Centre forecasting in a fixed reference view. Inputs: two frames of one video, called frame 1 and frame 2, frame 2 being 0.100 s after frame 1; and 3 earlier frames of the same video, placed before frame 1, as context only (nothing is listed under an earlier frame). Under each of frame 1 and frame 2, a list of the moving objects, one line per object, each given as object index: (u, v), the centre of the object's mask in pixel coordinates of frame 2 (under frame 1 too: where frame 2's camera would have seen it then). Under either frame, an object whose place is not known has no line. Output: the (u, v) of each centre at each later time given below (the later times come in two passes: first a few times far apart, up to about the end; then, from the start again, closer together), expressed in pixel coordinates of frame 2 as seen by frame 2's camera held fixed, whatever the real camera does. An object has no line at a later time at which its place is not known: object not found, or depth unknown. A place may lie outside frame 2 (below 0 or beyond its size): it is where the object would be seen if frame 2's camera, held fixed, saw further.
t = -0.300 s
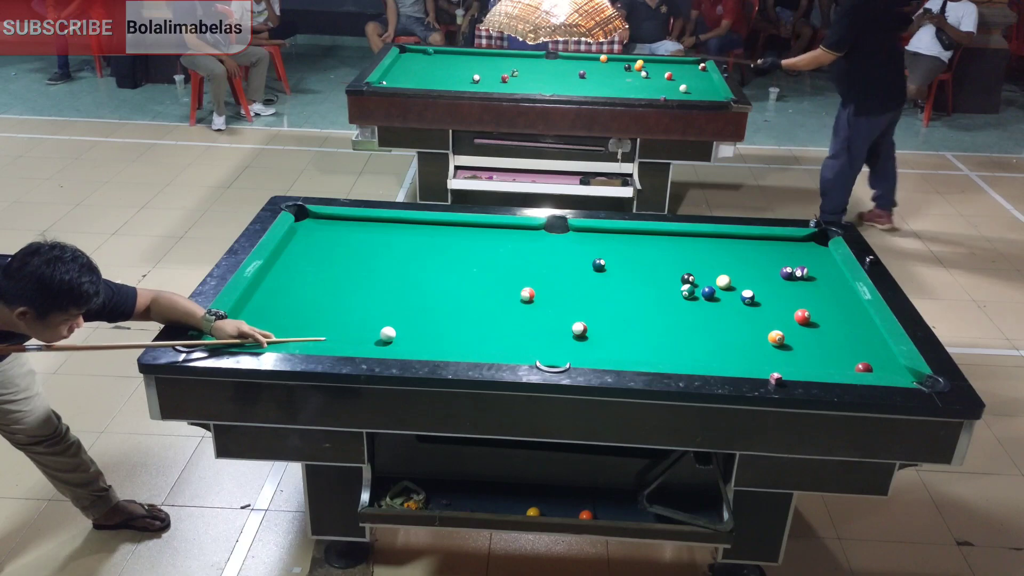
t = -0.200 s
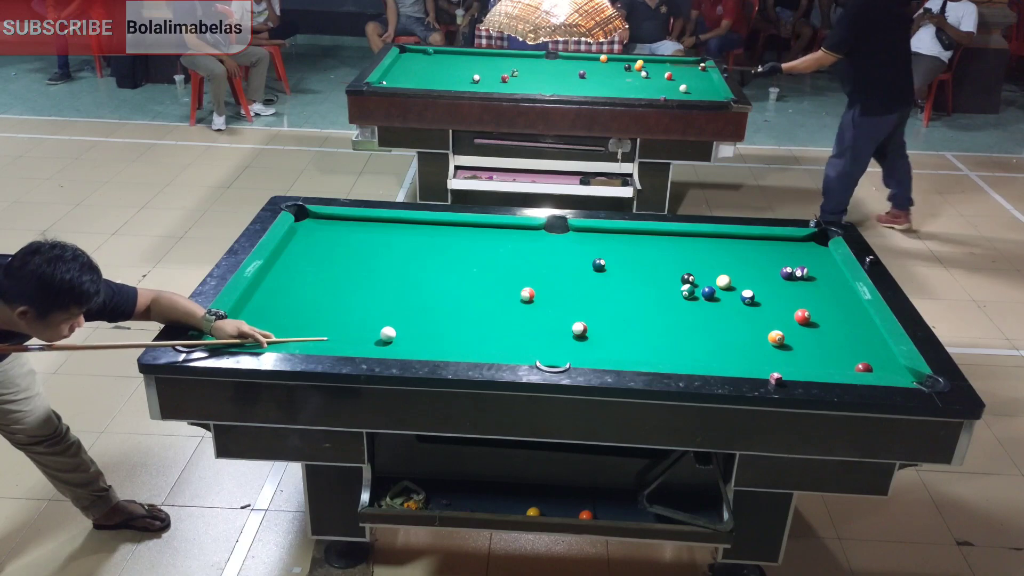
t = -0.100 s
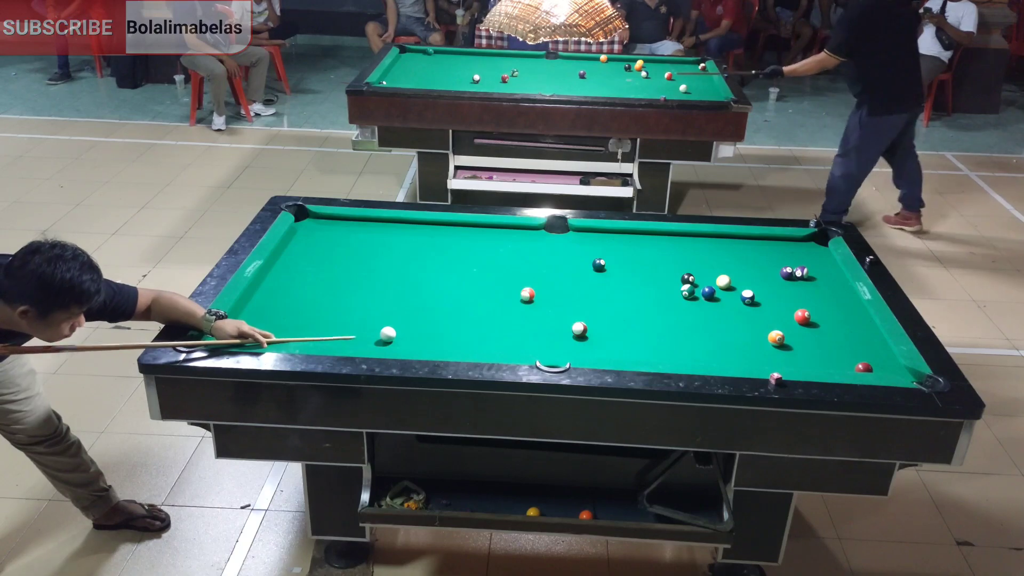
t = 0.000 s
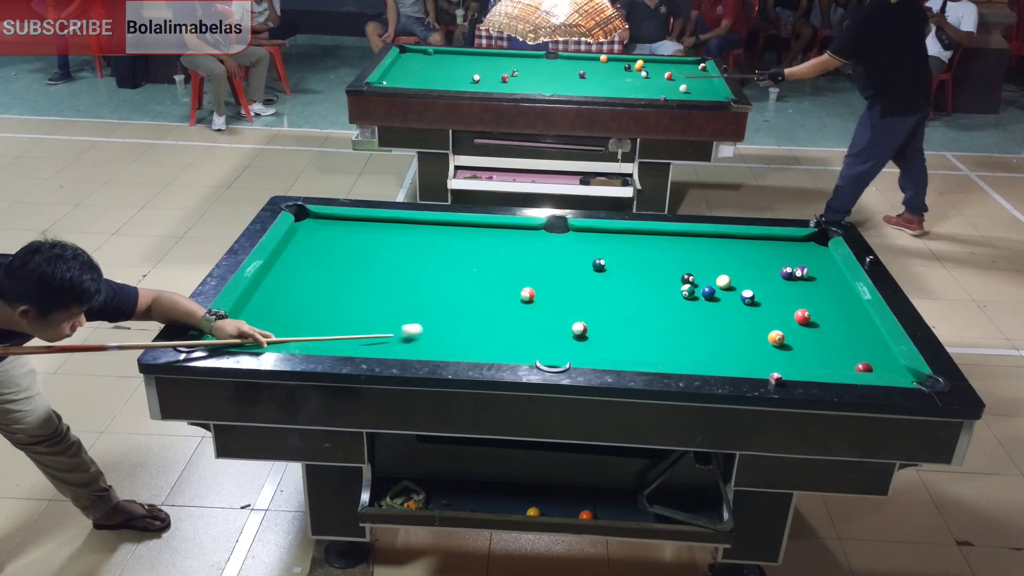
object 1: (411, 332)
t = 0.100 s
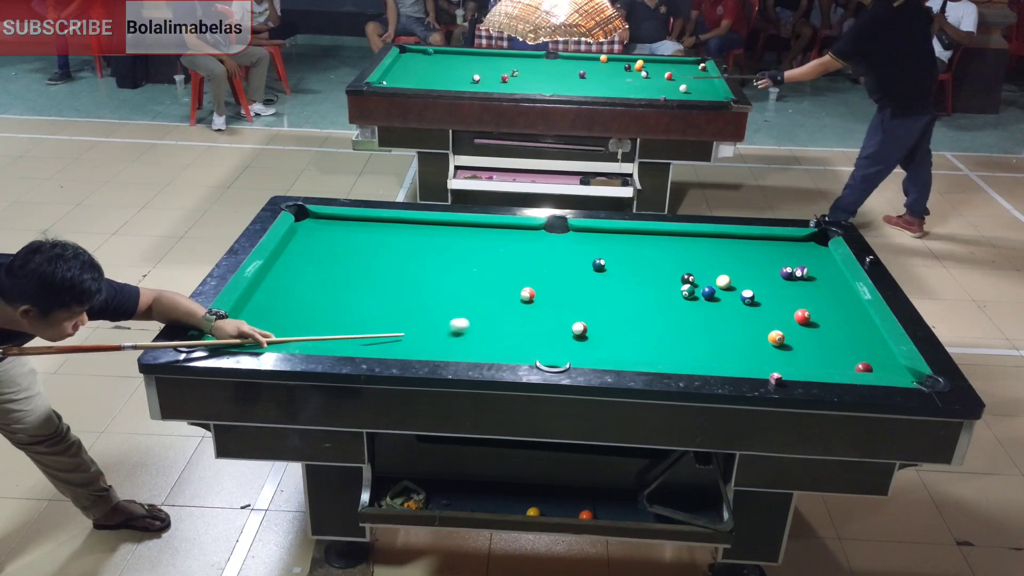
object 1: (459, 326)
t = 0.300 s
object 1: (529, 318)
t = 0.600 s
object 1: (624, 307)
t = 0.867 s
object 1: (701, 299)
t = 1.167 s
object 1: (765, 308)
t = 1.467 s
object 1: (803, 308)
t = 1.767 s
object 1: (825, 304)
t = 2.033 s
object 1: (842, 300)
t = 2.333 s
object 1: (848, 297)
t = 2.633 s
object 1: (839, 294)
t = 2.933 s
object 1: (833, 293)
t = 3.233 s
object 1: (830, 292)
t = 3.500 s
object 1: (830, 293)
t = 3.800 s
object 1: (830, 293)
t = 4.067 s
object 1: (831, 291)
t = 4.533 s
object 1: (829, 291)
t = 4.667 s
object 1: (830, 292)
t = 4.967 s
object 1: (831, 292)
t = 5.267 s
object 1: (831, 293)
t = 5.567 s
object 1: (831, 293)
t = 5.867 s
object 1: (831, 293)
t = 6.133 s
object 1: (830, 293)
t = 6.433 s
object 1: (830, 293)
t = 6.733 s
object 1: (831, 293)
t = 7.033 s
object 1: (830, 293)
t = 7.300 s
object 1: (831, 293)
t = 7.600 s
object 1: (831, 293)
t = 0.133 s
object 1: (472, 325)
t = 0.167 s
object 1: (485, 324)
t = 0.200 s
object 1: (496, 322)
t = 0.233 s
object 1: (507, 321)
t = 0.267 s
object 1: (518, 319)
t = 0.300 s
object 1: (529, 318)
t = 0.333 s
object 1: (541, 317)
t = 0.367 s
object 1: (551, 316)
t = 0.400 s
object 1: (562, 314)
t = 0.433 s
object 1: (572, 313)
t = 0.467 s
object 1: (583, 312)
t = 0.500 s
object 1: (593, 311)
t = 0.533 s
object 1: (604, 310)
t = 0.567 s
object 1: (614, 309)
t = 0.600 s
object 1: (624, 307)
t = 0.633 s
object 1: (634, 306)
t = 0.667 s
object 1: (643, 305)
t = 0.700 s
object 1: (653, 304)
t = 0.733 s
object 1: (663, 303)
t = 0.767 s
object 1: (673, 302)
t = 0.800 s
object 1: (682, 300)
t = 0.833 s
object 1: (691, 300)
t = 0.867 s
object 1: (701, 299)
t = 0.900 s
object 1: (708, 300)
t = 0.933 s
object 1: (715, 301)
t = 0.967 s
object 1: (722, 302)
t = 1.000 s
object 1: (729, 303)
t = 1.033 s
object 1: (736, 304)
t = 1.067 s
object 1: (743, 305)
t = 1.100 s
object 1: (751, 306)
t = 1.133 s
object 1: (758, 307)
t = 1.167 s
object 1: (765, 308)
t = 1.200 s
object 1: (772, 309)
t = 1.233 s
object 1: (779, 310)
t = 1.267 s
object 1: (786, 311)
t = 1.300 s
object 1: (789, 311)
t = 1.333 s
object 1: (792, 311)
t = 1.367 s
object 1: (795, 310)
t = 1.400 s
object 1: (798, 309)
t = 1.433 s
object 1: (800, 309)
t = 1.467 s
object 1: (803, 308)
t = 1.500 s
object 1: (806, 308)
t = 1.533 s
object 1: (808, 307)
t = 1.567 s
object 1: (811, 307)
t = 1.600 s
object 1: (813, 306)
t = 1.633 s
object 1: (816, 306)
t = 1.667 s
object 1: (818, 305)
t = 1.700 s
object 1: (821, 305)
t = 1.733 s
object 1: (823, 304)
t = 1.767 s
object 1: (825, 304)
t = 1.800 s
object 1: (827, 303)
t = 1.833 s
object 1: (830, 303)
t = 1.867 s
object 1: (832, 302)
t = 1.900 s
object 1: (834, 302)
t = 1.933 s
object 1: (836, 301)
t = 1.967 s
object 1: (838, 301)
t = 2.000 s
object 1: (840, 300)
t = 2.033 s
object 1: (842, 300)
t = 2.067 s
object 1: (844, 299)
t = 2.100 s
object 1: (845, 299)
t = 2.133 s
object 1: (847, 299)
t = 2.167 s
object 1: (849, 298)
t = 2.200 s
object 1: (851, 298)
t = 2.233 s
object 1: (852, 298)
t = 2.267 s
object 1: (851, 297)
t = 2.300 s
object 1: (850, 297)
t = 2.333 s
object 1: (848, 297)
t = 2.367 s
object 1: (847, 296)
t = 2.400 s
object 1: (846, 296)
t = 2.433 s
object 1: (845, 296)
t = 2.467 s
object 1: (843, 295)
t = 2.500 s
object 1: (842, 295)
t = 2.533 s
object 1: (841, 295)
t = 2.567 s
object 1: (840, 295)
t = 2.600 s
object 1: (839, 294)
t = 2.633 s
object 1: (839, 294)
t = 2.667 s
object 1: (838, 294)
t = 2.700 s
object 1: (837, 294)
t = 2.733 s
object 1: (836, 294)
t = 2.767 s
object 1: (836, 293)
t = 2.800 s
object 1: (835, 293)
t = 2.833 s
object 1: (834, 293)
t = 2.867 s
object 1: (834, 293)
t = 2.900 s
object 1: (833, 293)
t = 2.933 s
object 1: (833, 293)
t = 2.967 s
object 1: (832, 293)
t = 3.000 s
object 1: (832, 293)
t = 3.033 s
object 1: (832, 293)
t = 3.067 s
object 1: (831, 293)
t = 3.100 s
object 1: (831, 293)
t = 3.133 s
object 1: (831, 293)
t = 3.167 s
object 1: (830, 292)
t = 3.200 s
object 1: (830, 292)
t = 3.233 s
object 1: (830, 292)
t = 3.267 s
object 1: (830, 292)
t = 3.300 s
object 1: (830, 292)
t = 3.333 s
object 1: (830, 293)
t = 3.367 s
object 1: (830, 292)
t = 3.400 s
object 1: (830, 292)
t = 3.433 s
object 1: (830, 292)
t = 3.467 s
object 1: (830, 293)
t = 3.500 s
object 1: (830, 293)
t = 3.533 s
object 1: (830, 293)
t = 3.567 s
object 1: (830, 292)
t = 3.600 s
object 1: (830, 293)
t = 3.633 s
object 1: (830, 292)
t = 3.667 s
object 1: (830, 292)
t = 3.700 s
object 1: (830, 293)
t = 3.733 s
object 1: (830, 293)
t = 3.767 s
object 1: (830, 293)
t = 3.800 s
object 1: (830, 293)
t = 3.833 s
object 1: (830, 293)
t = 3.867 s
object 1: (830, 293)
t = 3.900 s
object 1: (830, 293)
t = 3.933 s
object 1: (830, 293)
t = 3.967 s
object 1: (830, 293)
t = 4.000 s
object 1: (830, 292)
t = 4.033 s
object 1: (830, 292)
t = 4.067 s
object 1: (831, 291)
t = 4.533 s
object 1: (829, 291)
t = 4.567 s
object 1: (831, 292)
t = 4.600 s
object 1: (830, 292)
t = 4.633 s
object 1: (830, 292)
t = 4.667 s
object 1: (830, 292)
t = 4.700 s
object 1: (830, 292)
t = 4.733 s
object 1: (830, 292)
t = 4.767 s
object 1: (830, 292)
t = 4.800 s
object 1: (831, 292)
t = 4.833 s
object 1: (831, 292)
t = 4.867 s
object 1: (831, 292)
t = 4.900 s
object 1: (831, 293)
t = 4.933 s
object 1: (831, 293)
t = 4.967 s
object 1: (831, 292)
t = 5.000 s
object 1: (831, 293)
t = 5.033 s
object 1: (831, 293)
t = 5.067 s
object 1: (831, 292)
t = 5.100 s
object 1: (831, 292)
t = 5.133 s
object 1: (831, 292)
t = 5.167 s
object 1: (831, 293)
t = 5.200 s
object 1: (831, 293)
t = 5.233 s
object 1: (831, 293)
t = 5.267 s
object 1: (831, 293)
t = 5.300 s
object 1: (831, 293)
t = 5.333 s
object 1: (831, 292)
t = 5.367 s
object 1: (831, 293)
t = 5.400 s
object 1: (831, 292)
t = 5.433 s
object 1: (831, 293)
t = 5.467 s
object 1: (831, 293)
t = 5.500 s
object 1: (831, 293)
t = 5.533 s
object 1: (830, 292)
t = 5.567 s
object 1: (831, 293)
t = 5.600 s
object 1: (830, 292)
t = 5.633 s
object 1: (830, 292)
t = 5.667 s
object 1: (830, 293)
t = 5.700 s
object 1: (830, 292)
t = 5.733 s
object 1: (830, 292)
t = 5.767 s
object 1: (830, 292)
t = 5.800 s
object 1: (830, 292)
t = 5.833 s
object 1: (830, 292)
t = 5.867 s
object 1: (831, 293)
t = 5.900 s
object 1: (830, 292)
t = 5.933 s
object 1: (830, 292)
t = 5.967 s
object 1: (830, 293)
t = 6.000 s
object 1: (830, 293)
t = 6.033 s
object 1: (830, 293)
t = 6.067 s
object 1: (830, 293)
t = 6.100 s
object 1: (830, 293)
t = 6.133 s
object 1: (830, 293)
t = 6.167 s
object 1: (830, 293)
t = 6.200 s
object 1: (830, 293)
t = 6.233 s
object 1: (830, 293)
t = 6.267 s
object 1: (830, 293)
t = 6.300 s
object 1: (830, 293)
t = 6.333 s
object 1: (830, 293)
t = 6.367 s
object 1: (830, 293)
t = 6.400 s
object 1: (830, 293)
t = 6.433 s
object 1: (830, 293)
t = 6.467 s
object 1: (831, 293)
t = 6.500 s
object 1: (831, 293)
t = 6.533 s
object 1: (831, 293)
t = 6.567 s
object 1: (831, 293)
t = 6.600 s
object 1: (831, 293)
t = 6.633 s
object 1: (831, 293)
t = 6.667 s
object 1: (831, 293)
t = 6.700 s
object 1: (831, 293)
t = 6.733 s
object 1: (831, 293)
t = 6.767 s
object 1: (831, 293)
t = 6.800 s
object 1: (831, 293)
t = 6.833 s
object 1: (831, 293)
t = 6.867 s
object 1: (831, 293)
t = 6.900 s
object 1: (831, 293)
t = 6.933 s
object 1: (831, 293)
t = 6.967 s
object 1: (830, 293)
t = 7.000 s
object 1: (831, 293)
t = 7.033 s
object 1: (830, 293)
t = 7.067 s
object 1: (830, 293)
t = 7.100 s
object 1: (831, 293)
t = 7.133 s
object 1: (830, 293)
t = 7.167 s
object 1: (830, 293)
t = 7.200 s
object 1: (831, 293)
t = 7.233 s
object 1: (830, 293)
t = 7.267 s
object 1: (831, 293)
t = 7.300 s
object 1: (831, 293)
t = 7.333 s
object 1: (831, 293)
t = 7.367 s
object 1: (831, 293)
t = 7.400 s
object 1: (831, 293)
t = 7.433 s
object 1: (831, 293)
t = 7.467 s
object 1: (830, 293)
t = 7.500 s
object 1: (830, 293)
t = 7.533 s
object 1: (830, 293)
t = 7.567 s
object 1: (831, 293)
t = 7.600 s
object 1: (831, 293)
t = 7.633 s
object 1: (831, 293)
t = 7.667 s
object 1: (831, 293)
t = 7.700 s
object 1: (831, 293)
